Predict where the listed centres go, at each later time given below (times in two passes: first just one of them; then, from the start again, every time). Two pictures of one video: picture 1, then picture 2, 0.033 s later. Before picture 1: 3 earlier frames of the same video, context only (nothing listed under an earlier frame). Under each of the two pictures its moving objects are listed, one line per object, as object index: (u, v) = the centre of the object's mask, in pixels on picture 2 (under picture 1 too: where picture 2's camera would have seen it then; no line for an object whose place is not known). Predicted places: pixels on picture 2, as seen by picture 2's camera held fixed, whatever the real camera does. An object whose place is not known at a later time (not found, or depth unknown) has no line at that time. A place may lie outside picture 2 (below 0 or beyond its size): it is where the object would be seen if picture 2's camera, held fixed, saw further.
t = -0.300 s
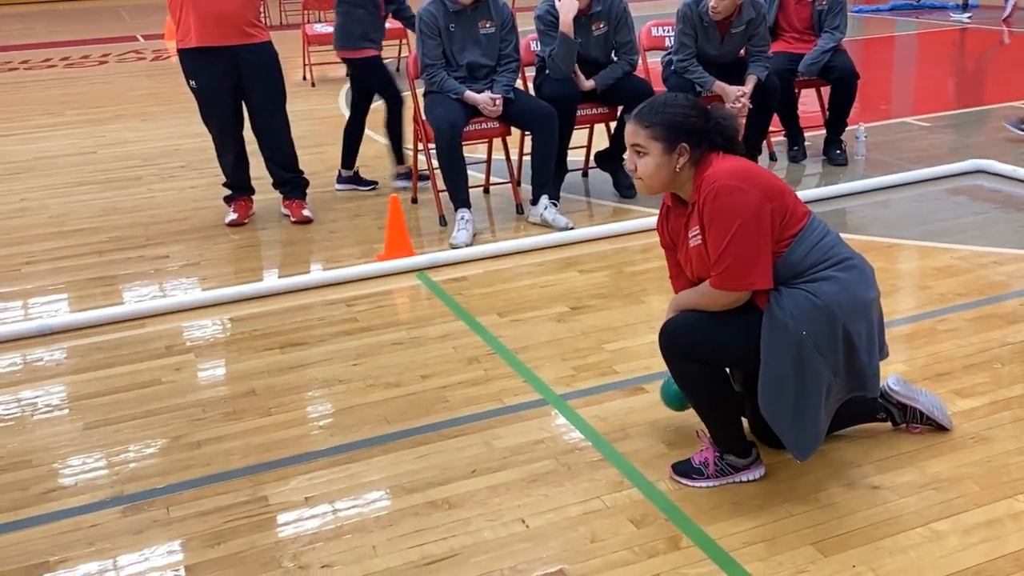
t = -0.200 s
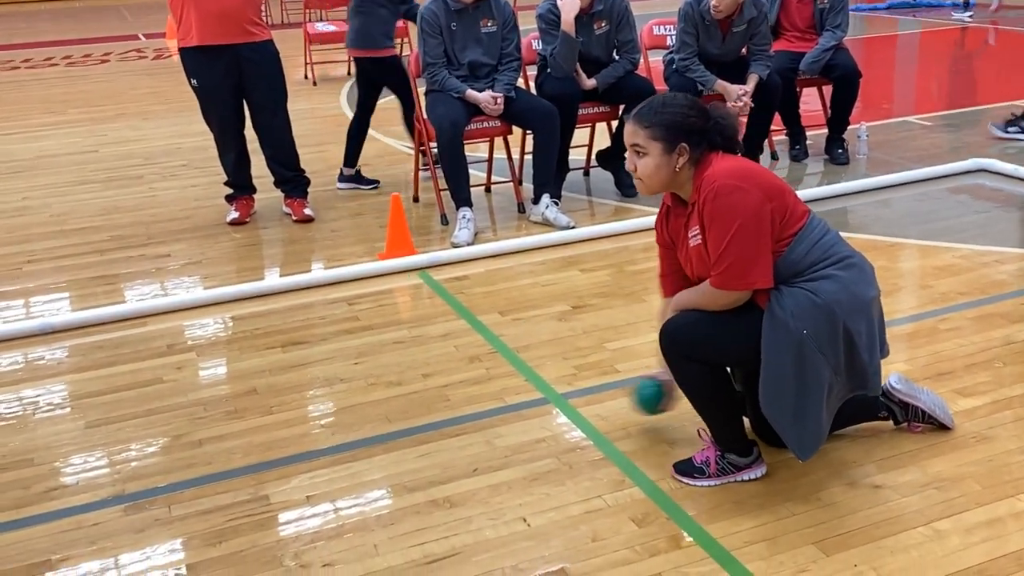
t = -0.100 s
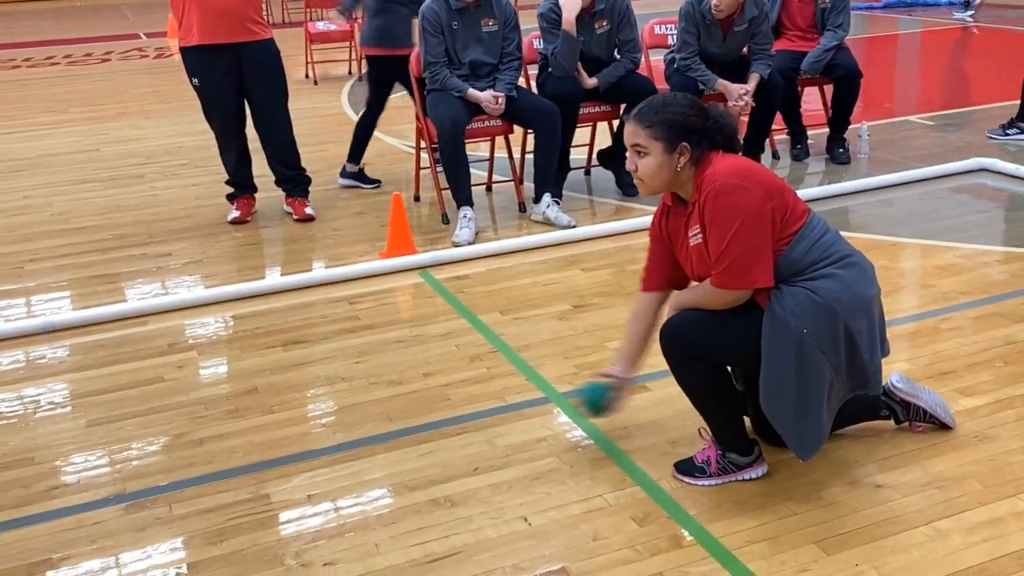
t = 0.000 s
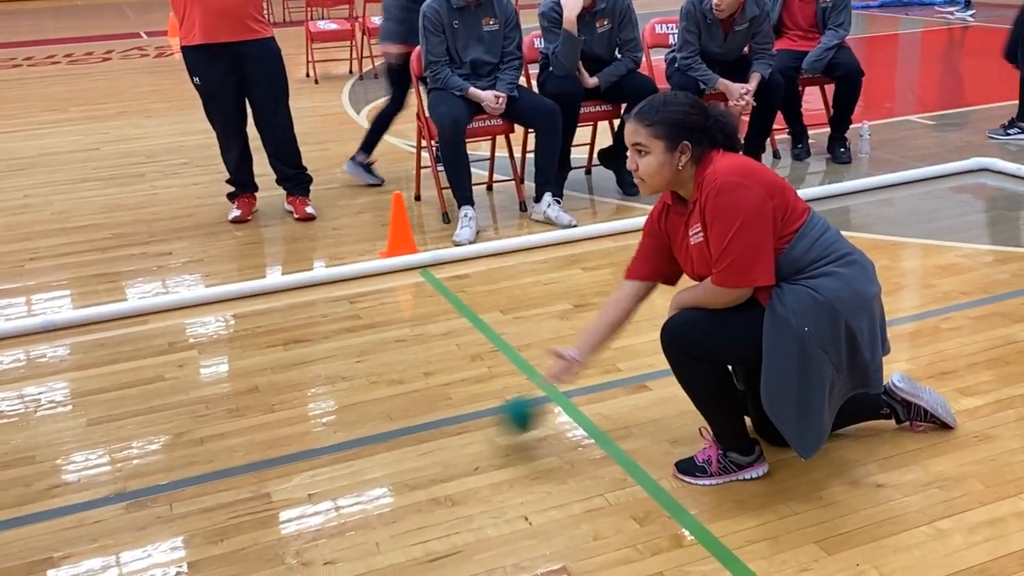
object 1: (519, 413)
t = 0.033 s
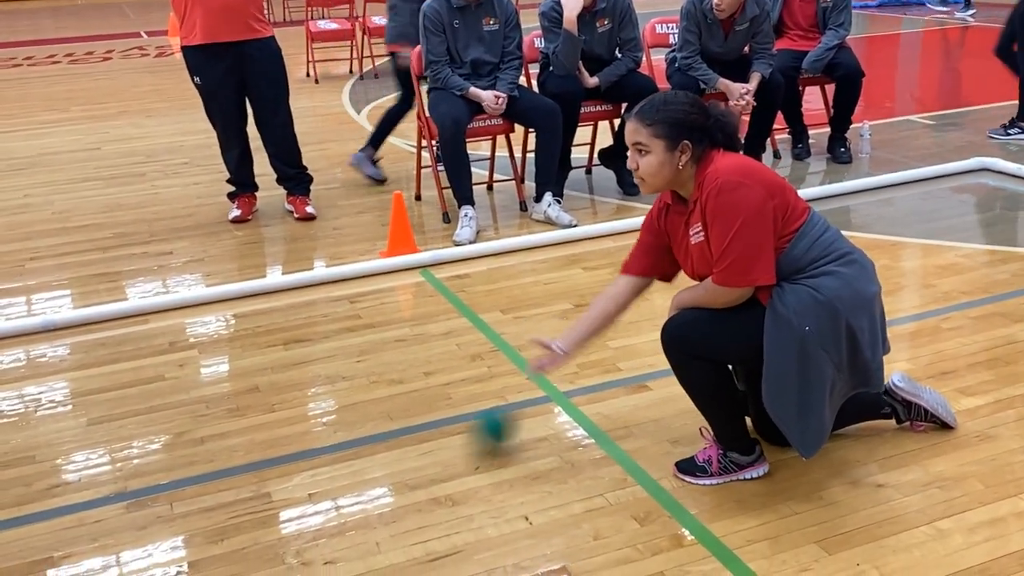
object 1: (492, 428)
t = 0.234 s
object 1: (343, 437)
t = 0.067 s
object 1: (467, 442)
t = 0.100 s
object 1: (442, 437)
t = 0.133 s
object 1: (416, 431)
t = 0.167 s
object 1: (392, 430)
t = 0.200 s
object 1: (367, 431)
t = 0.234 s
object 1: (343, 437)
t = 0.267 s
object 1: (319, 447)
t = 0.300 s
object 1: (294, 461)
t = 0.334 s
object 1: (267, 464)
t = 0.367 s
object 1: (243, 458)
